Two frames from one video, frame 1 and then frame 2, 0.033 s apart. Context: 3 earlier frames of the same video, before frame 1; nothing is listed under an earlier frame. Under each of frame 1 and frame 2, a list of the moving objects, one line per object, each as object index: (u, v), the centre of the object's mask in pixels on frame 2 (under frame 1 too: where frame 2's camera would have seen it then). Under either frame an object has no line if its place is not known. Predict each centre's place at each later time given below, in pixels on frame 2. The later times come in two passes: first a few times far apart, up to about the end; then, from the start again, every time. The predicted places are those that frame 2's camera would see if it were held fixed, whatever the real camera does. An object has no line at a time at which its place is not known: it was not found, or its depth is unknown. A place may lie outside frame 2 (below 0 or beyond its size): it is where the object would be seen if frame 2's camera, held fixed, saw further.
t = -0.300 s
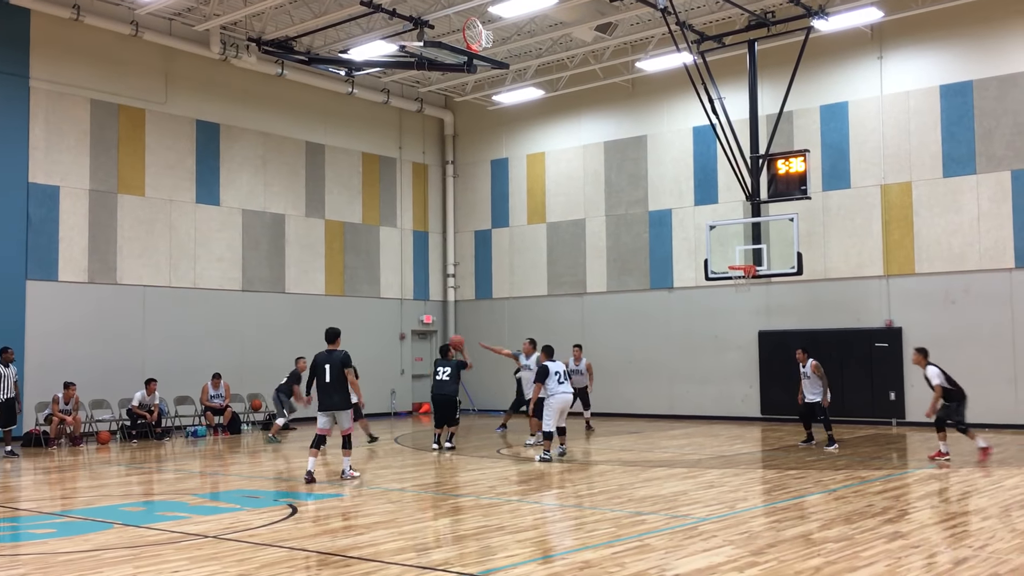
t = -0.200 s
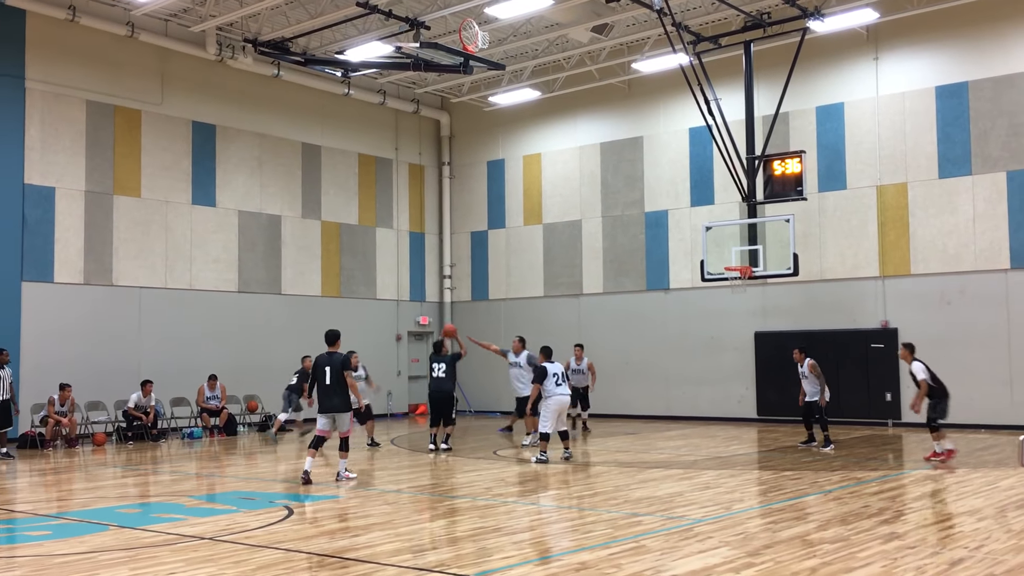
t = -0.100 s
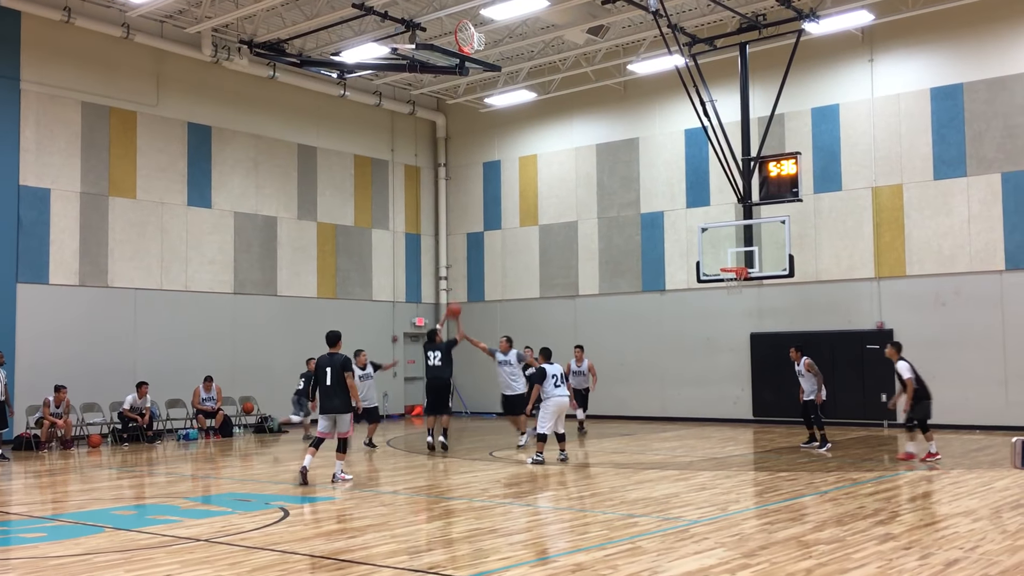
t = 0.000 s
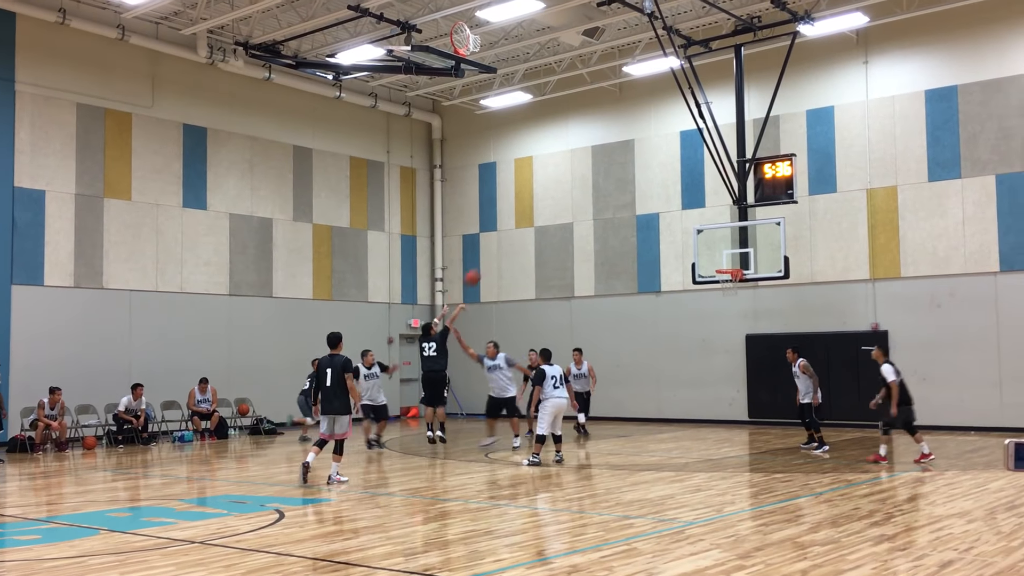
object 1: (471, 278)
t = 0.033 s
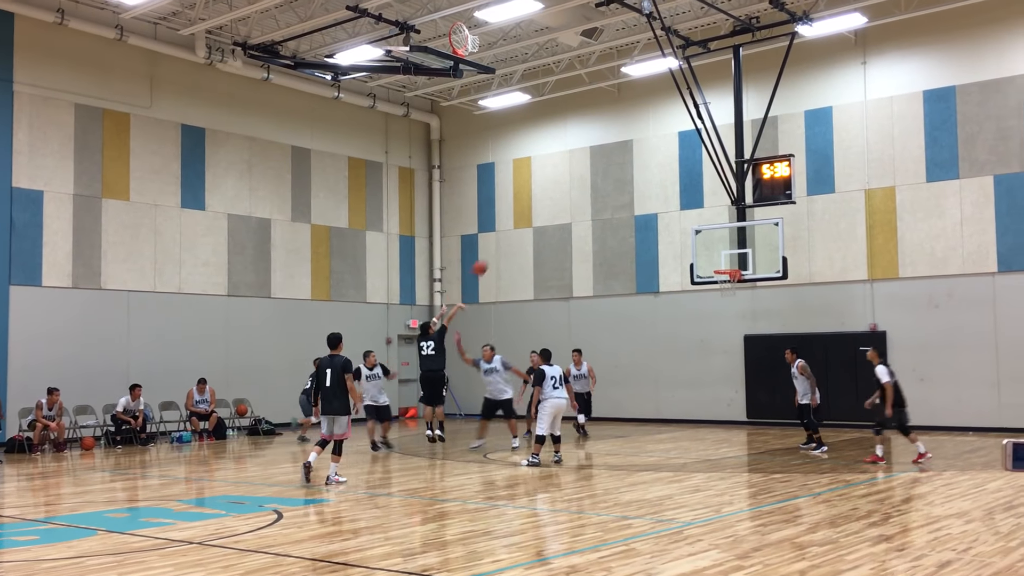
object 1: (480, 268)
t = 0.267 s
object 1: (539, 215)
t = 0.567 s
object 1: (609, 195)
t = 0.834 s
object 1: (669, 219)
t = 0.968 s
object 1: (697, 244)
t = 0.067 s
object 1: (488, 258)
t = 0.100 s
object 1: (497, 249)
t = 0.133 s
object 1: (505, 241)
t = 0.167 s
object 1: (513, 234)
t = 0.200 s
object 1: (522, 227)
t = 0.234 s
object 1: (530, 220)
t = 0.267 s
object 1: (539, 215)
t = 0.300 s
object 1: (547, 210)
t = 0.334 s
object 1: (555, 206)
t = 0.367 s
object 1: (563, 203)
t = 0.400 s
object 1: (571, 200)
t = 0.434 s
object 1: (579, 198)
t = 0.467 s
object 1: (586, 196)
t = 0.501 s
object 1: (594, 195)
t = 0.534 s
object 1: (602, 195)
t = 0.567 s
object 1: (609, 195)
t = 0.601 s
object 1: (617, 196)
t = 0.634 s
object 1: (624, 198)
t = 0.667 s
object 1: (631, 200)
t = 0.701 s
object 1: (639, 202)
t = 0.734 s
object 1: (646, 206)
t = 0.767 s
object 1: (654, 209)
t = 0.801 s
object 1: (661, 214)
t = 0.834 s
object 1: (669, 219)
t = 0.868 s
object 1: (676, 224)
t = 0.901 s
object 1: (683, 230)
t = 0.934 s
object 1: (690, 237)
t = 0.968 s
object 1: (697, 244)
